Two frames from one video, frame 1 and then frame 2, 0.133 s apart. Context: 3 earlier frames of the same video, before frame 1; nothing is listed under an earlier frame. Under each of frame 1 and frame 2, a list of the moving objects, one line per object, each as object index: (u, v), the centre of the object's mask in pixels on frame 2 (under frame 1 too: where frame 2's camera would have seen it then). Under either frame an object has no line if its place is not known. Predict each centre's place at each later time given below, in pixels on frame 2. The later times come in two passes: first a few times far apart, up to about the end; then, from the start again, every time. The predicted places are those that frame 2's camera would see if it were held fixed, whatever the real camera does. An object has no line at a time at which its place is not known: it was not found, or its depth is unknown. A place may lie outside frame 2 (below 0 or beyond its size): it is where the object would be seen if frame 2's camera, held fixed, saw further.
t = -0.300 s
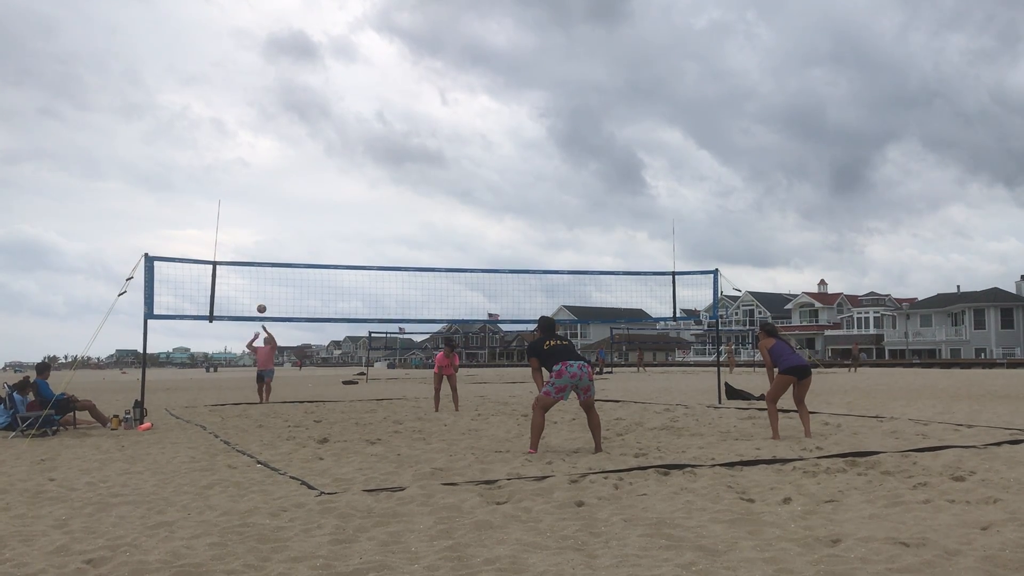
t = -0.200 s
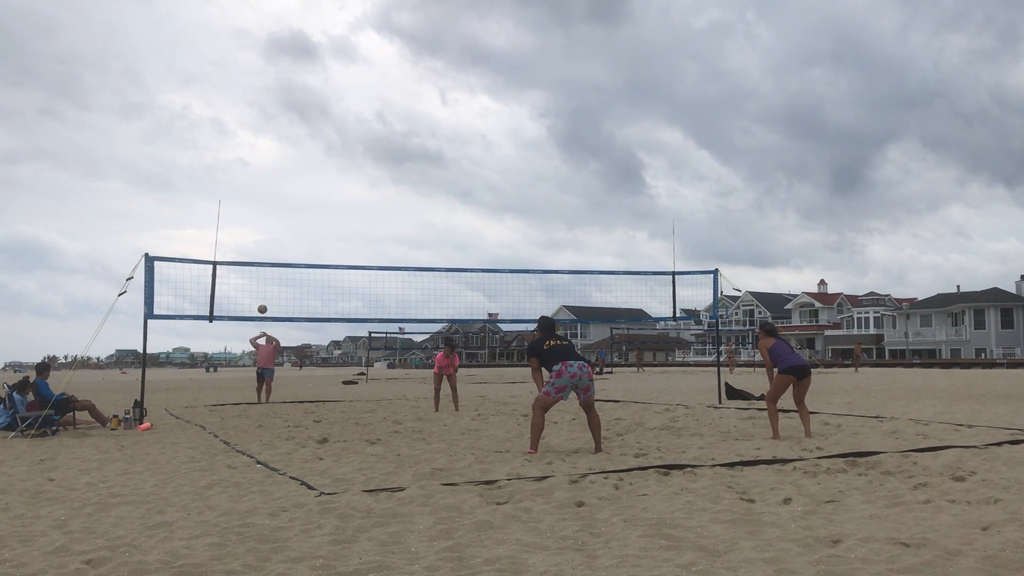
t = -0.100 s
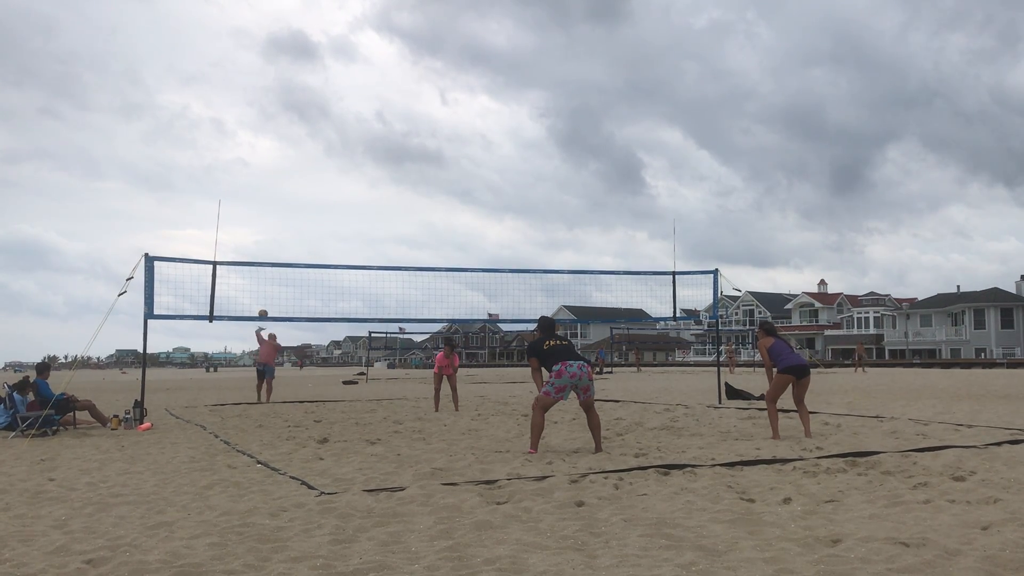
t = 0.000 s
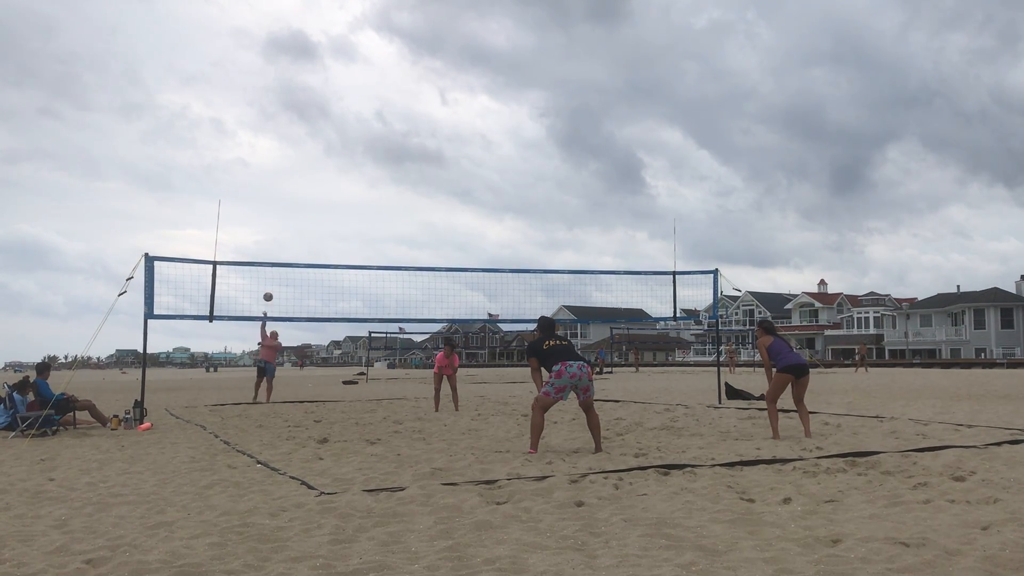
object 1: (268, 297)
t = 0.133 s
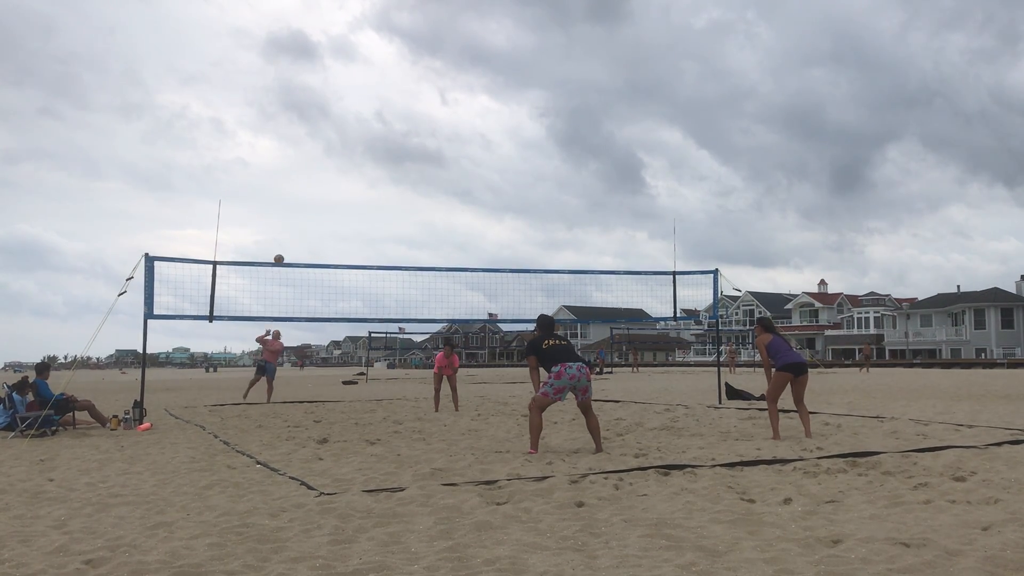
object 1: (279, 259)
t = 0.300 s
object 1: (294, 218)
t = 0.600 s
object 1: (327, 167)
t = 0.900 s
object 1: (372, 156)
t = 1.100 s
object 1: (414, 182)
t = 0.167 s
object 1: (282, 250)
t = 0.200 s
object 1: (284, 242)
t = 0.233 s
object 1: (288, 234)
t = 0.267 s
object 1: (291, 226)
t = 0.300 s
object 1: (294, 218)
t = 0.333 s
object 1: (297, 211)
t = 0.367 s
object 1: (301, 204)
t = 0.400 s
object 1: (304, 198)
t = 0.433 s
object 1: (308, 192)
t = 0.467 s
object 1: (311, 186)
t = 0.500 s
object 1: (315, 181)
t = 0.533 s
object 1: (318, 176)
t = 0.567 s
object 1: (323, 171)
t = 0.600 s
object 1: (327, 167)
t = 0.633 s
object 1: (331, 164)
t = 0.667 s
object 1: (335, 161)
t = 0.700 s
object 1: (340, 159)
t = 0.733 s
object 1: (345, 156)
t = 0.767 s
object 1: (350, 155)
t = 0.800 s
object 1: (355, 154)
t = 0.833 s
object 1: (361, 154)
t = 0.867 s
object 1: (366, 155)
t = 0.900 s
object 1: (372, 156)
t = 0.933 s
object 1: (379, 158)
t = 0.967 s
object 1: (385, 161)
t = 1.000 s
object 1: (392, 165)
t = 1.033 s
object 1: (399, 169)
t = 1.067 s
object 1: (406, 175)
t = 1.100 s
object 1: (414, 182)
